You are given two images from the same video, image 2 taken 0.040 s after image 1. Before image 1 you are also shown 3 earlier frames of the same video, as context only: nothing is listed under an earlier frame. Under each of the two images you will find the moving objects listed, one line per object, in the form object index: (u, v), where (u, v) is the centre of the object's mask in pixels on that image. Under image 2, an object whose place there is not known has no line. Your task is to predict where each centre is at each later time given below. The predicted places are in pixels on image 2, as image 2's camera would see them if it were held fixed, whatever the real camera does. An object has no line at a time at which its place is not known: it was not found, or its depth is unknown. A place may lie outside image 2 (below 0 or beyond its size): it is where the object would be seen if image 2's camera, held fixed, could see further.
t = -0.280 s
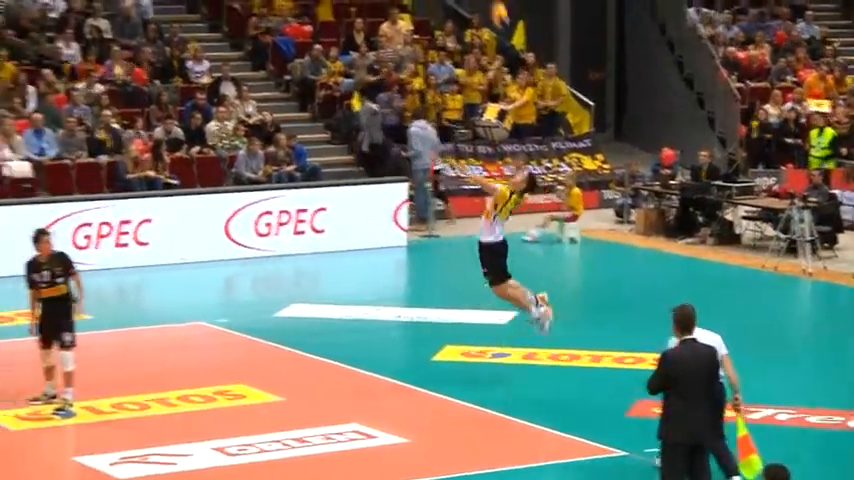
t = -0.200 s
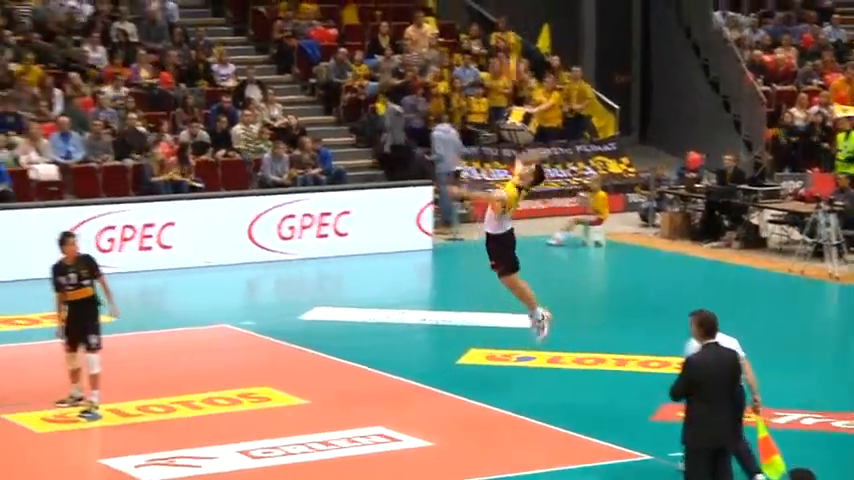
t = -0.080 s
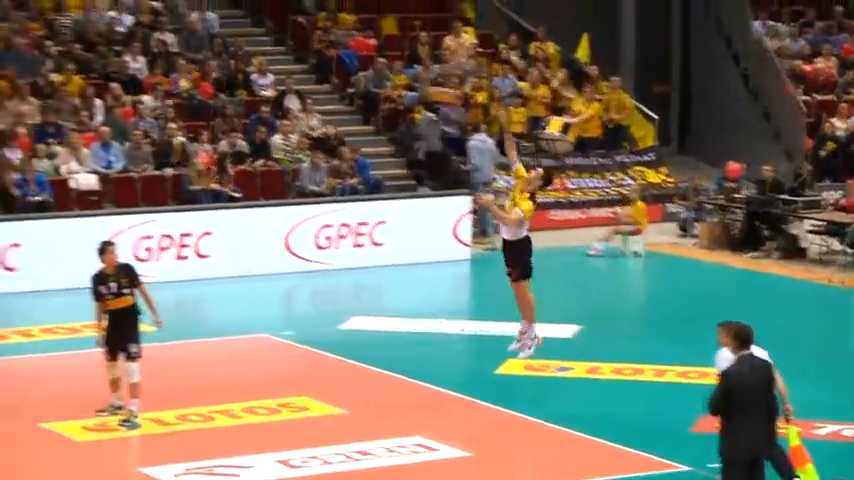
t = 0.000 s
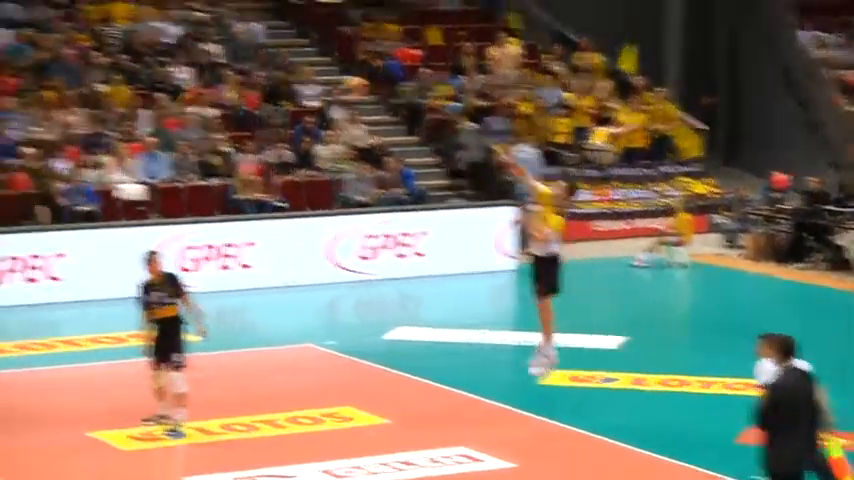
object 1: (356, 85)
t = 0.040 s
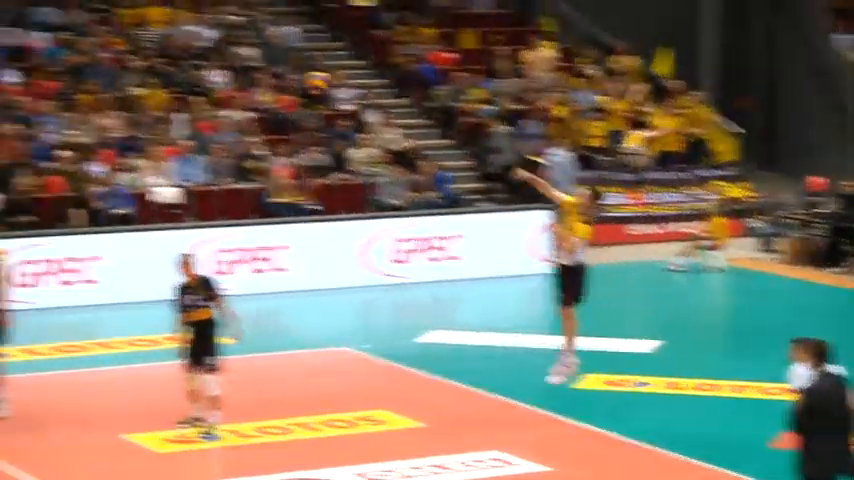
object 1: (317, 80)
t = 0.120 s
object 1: (182, 75)
